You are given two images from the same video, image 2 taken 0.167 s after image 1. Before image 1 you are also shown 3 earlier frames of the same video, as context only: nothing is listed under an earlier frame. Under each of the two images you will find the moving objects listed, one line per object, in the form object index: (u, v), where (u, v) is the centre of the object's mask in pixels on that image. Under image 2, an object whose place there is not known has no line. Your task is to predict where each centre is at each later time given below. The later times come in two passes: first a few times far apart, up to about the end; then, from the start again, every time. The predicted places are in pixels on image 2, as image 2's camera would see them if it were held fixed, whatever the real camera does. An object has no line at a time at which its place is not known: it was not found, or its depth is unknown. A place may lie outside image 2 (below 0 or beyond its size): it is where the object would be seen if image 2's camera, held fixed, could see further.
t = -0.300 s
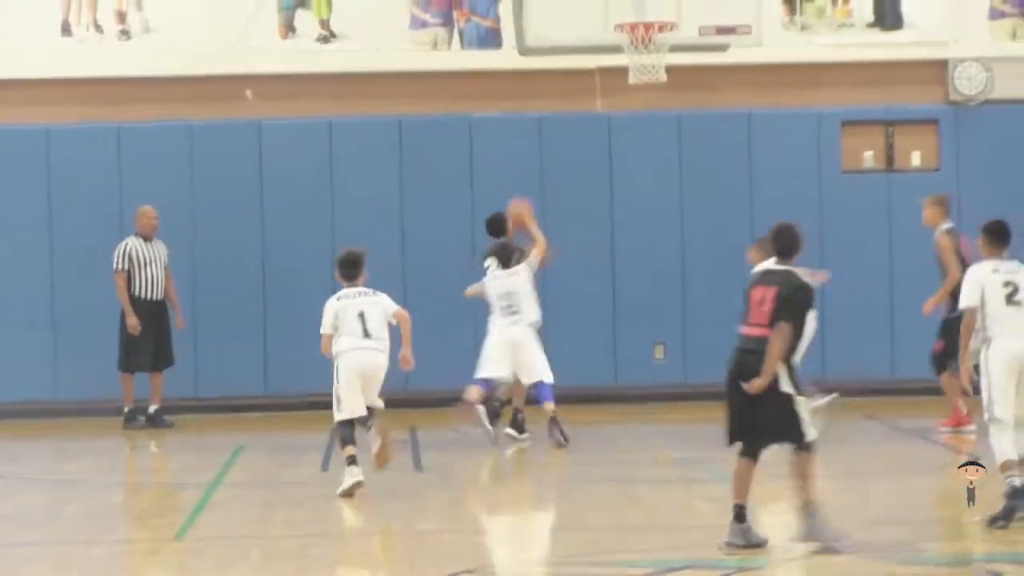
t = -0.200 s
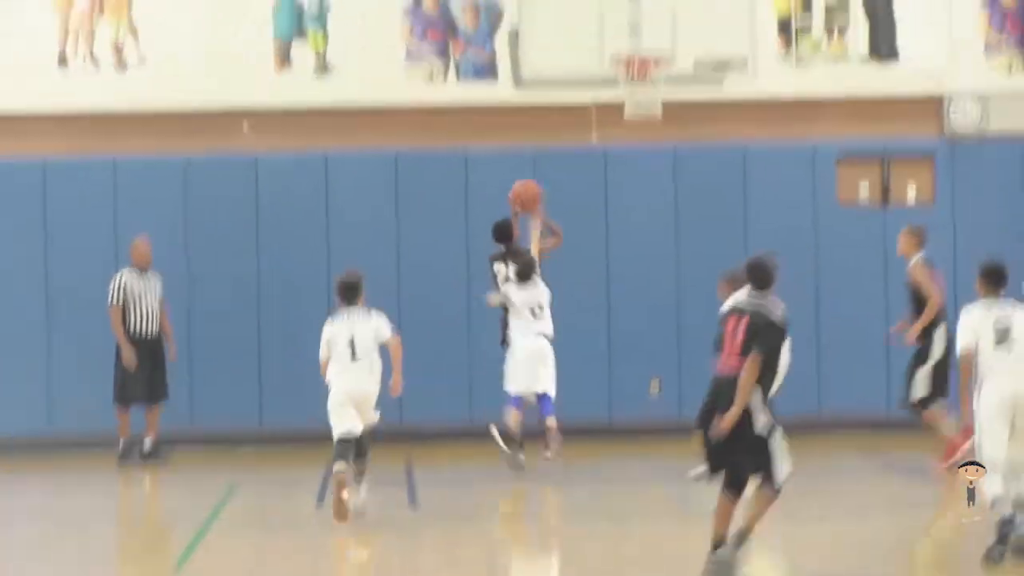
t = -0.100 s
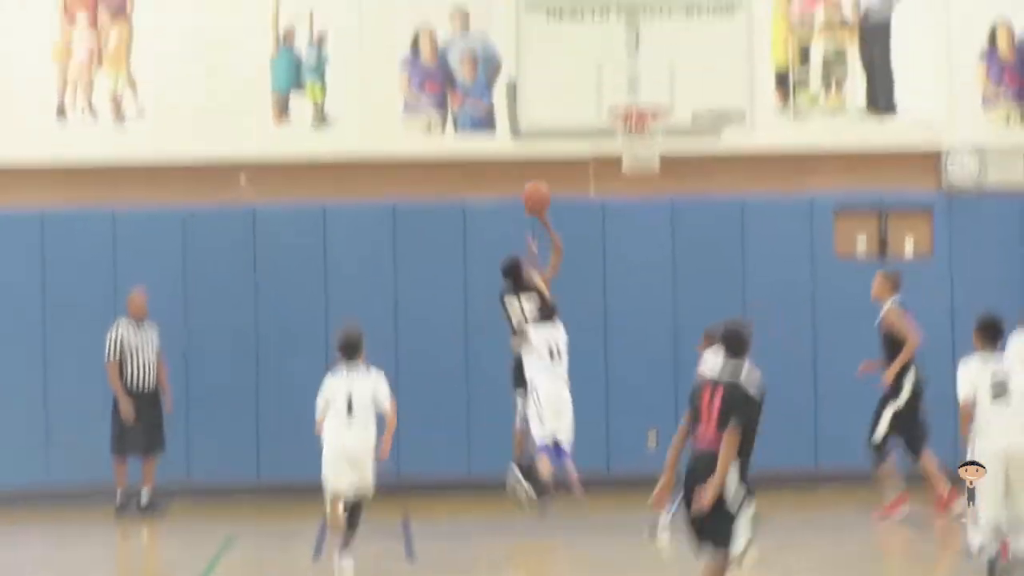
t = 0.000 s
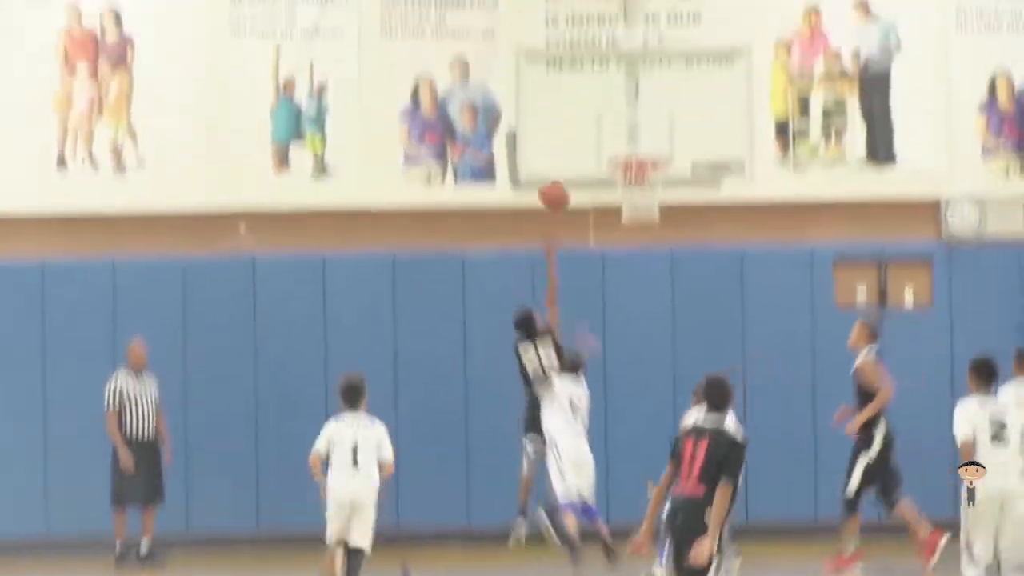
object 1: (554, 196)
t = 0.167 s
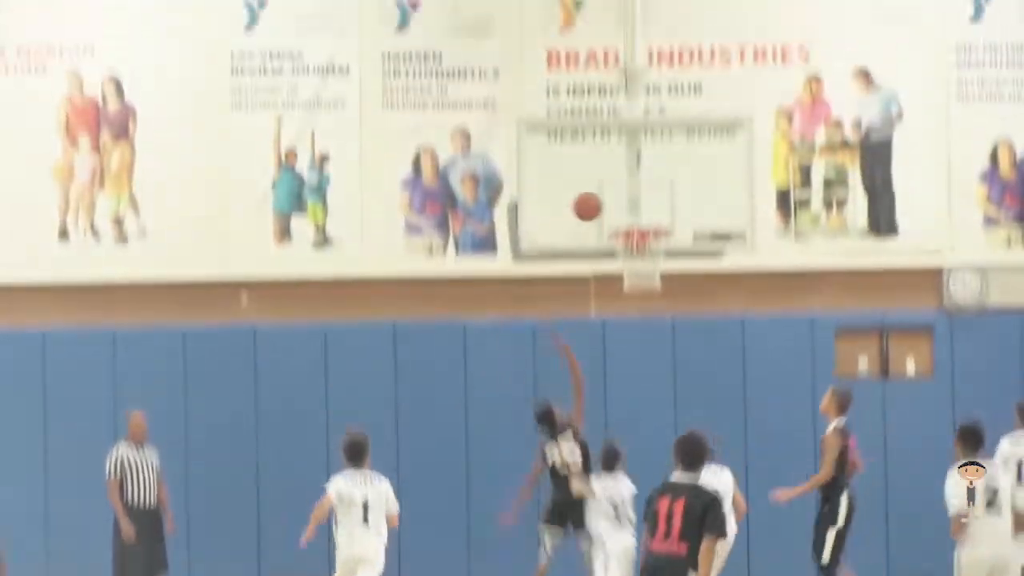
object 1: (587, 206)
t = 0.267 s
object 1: (605, 191)
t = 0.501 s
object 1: (640, 216)
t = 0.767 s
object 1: (639, 244)
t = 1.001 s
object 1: (642, 300)
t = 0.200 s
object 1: (593, 199)
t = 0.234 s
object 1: (600, 193)
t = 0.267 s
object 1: (605, 191)
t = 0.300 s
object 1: (610, 190)
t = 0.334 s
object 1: (615, 192)
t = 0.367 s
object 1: (620, 194)
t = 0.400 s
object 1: (625, 198)
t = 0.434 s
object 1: (630, 203)
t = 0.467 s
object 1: (635, 210)
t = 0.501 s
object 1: (640, 216)
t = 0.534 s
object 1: (644, 225)
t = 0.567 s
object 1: (644, 229)
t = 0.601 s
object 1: (643, 234)
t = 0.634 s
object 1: (644, 248)
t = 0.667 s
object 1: (640, 254)
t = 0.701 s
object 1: (644, 250)
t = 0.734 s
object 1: (644, 245)
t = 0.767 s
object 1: (639, 244)
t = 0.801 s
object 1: (633, 278)
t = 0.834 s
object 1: (632, 279)
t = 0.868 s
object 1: (632, 283)
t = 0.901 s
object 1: (634, 287)
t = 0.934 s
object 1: (638, 291)
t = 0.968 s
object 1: (640, 296)
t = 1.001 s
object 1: (642, 300)
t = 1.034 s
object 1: (645, 306)
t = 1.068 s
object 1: (645, 322)
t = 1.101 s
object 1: (647, 332)
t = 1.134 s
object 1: (648, 345)
